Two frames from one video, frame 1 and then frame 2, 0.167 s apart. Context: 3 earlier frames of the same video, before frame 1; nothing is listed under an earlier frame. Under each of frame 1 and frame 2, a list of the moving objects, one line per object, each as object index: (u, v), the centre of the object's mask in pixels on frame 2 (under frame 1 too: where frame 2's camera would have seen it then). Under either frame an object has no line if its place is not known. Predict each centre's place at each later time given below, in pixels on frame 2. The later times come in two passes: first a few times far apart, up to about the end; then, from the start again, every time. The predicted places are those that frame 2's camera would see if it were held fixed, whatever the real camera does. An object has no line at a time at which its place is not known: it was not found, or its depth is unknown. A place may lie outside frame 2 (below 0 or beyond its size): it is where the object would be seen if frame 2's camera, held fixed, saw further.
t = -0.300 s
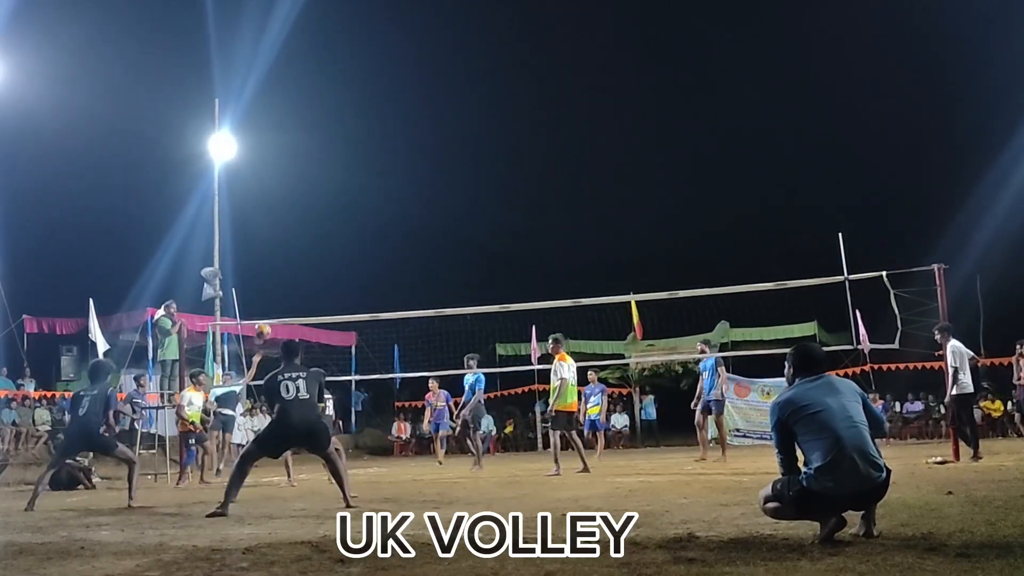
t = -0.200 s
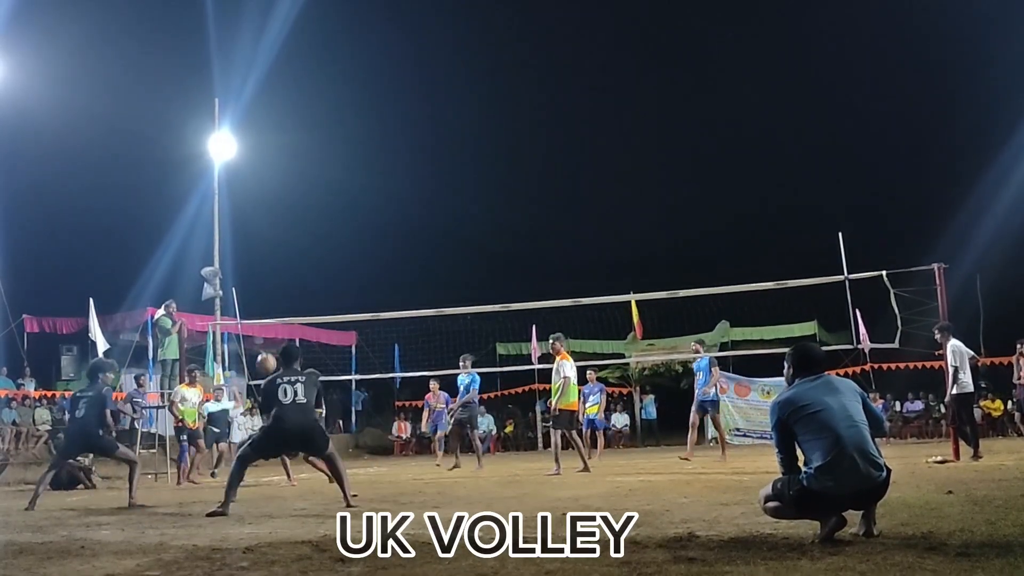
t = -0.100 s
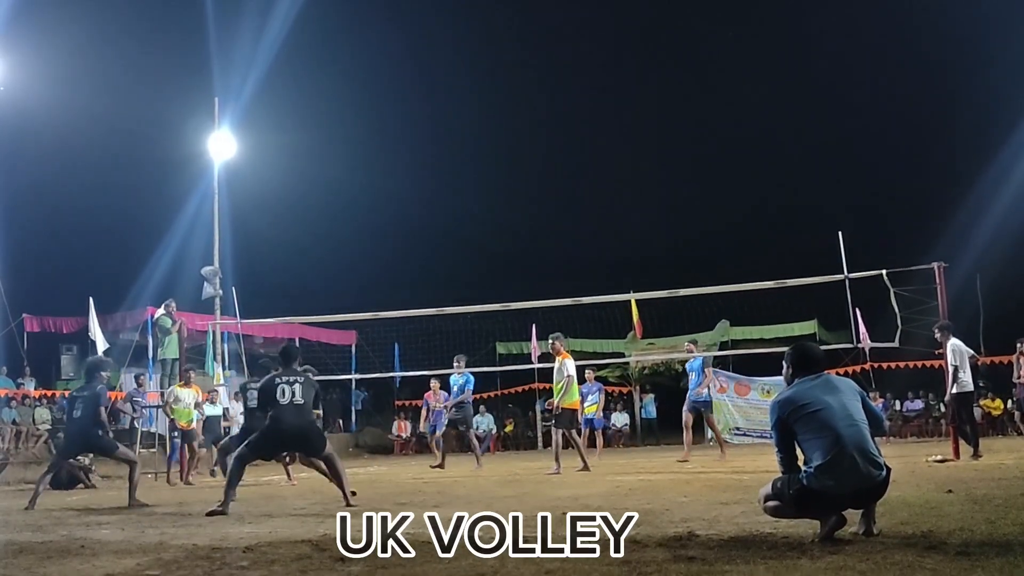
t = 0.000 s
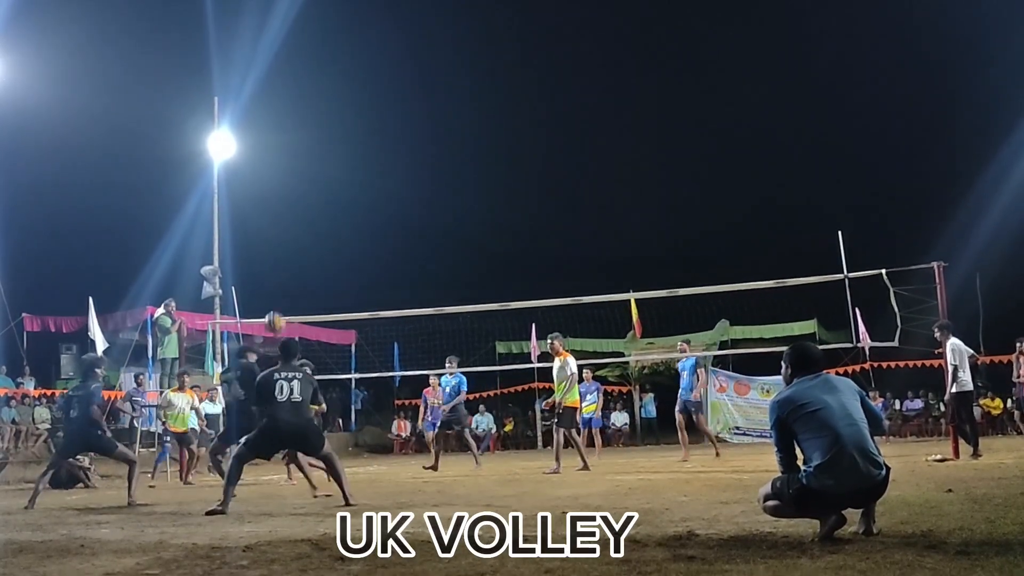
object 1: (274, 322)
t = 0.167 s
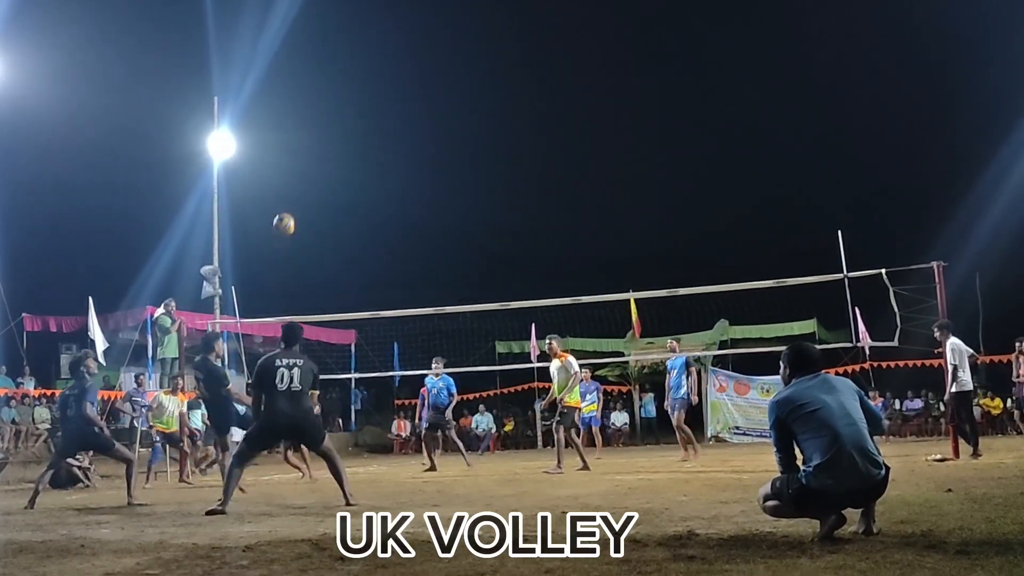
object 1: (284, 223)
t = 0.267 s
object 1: (290, 178)
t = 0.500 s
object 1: (303, 115)
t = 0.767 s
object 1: (318, 104)
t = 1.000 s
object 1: (333, 142)
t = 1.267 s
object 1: (351, 242)
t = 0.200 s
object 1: (286, 208)
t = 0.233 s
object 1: (288, 193)
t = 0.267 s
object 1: (290, 178)
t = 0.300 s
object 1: (292, 166)
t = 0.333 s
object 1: (294, 155)
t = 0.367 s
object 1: (296, 145)
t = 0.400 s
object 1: (297, 136)
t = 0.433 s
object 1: (299, 128)
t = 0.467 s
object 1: (301, 120)
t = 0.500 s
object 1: (303, 115)
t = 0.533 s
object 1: (305, 110)
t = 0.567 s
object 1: (306, 106)
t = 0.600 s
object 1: (308, 103)
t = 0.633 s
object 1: (310, 101)
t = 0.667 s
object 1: (312, 100)
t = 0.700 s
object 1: (314, 100)
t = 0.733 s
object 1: (316, 101)
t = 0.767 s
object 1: (318, 104)
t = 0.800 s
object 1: (320, 106)
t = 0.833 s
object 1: (322, 109)
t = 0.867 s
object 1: (324, 114)
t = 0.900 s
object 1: (326, 120)
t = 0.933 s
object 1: (328, 127)
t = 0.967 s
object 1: (330, 134)
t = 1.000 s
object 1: (333, 142)
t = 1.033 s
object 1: (335, 152)
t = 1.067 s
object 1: (337, 162)
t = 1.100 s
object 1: (339, 173)
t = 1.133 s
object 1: (342, 185)
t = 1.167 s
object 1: (344, 198)
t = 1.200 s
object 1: (346, 212)
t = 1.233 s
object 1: (349, 226)
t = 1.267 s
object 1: (351, 242)
